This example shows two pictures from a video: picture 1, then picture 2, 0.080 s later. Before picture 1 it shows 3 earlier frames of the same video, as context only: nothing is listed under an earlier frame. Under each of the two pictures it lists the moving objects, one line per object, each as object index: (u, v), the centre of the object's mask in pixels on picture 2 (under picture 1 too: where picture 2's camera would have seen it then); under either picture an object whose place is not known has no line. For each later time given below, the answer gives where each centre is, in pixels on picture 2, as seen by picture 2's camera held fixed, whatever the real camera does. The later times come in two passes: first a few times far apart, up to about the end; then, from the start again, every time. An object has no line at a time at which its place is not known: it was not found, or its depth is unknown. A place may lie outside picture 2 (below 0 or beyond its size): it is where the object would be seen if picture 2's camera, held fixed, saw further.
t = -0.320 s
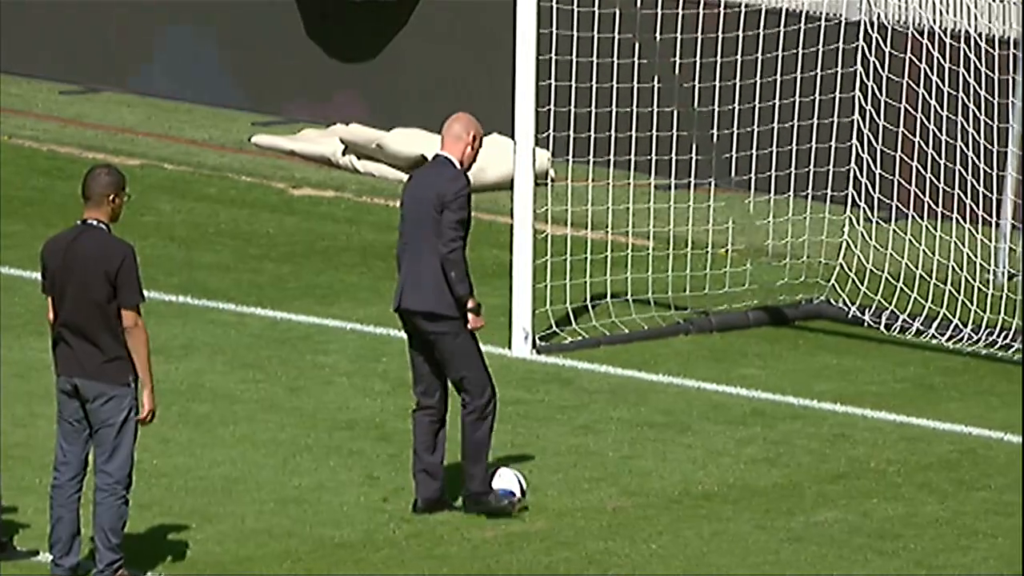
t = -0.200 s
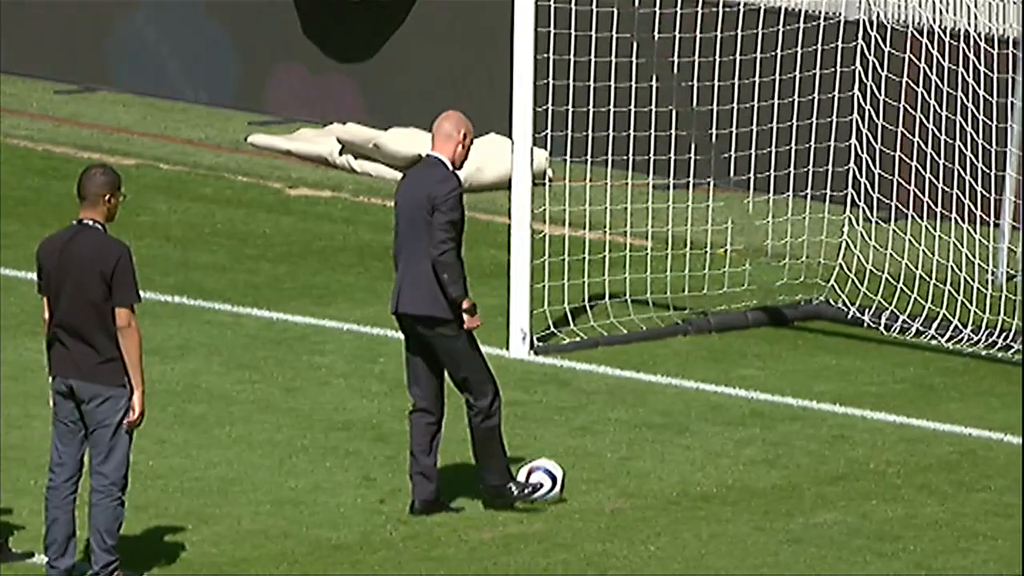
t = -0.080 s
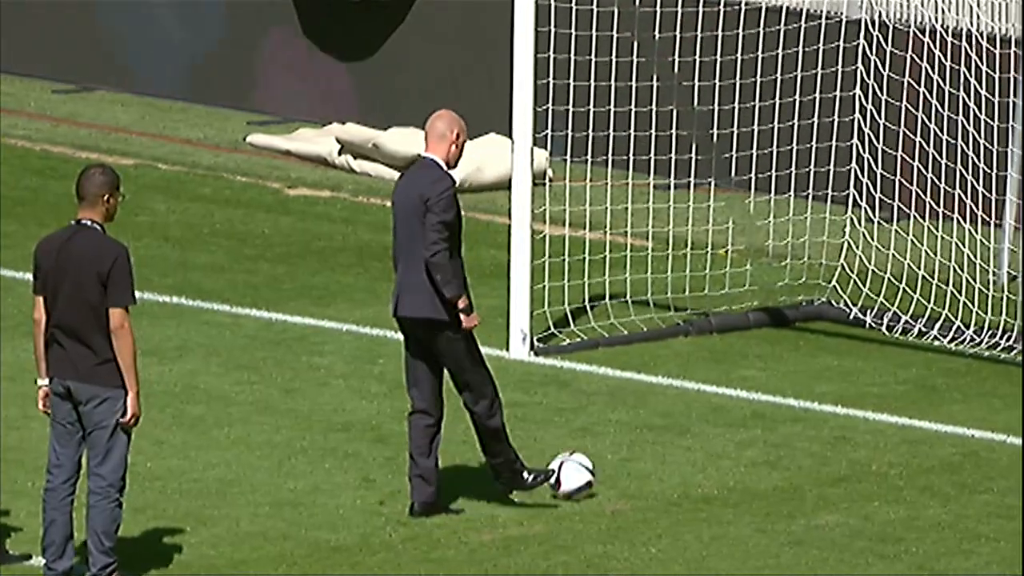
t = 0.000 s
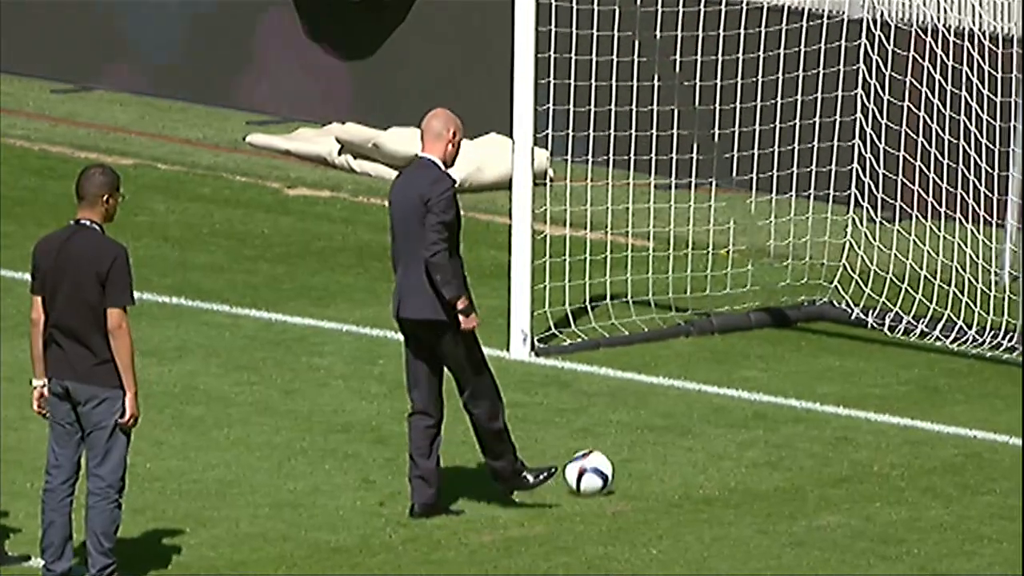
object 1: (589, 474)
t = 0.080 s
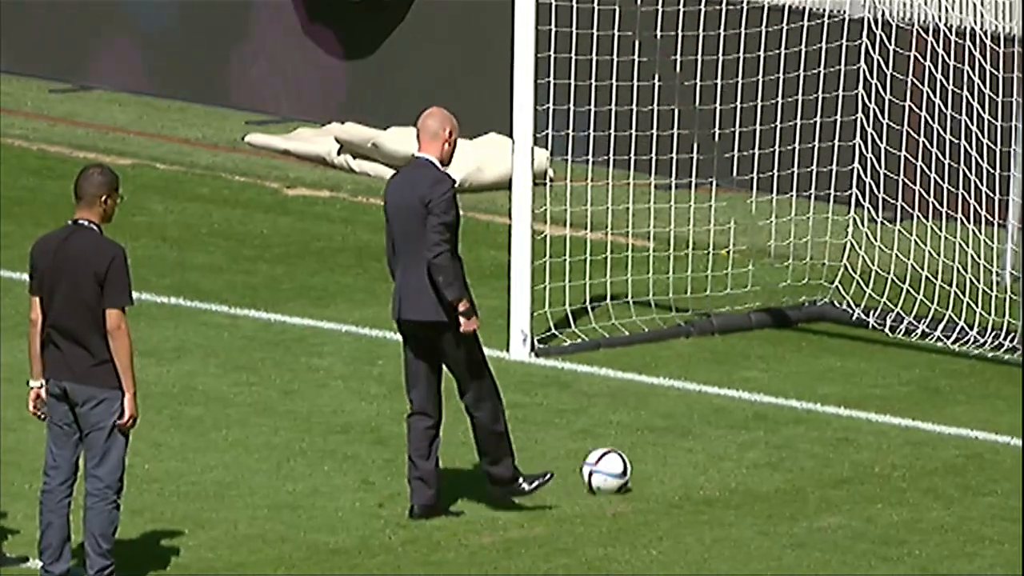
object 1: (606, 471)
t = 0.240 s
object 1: (639, 465)
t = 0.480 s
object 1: (685, 457)
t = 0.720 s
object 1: (723, 447)
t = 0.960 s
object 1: (760, 439)
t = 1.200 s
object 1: (787, 432)
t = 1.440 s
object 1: (813, 429)
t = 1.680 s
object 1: (832, 424)
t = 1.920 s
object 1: (847, 422)
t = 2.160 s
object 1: (857, 421)
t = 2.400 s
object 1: (860, 420)
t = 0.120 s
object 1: (614, 470)
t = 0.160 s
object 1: (623, 468)
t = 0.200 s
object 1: (633, 466)
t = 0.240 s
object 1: (639, 465)
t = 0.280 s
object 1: (647, 463)
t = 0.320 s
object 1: (654, 462)
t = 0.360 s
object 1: (662, 460)
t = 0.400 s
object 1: (670, 459)
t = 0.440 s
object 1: (676, 457)
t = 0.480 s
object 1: (685, 457)
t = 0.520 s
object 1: (691, 456)
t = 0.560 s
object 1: (698, 453)
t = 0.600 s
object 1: (705, 451)
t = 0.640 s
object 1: (711, 450)
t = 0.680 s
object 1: (720, 449)
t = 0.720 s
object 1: (723, 447)
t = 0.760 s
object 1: (730, 447)
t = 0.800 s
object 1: (737, 445)
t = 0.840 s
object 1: (741, 443)
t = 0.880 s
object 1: (749, 441)
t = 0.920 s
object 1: (753, 440)
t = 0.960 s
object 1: (760, 439)
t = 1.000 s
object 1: (764, 439)
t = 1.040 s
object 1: (770, 437)
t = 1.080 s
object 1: (775, 436)
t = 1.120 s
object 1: (779, 435)
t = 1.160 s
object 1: (783, 434)
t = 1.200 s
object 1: (787, 432)
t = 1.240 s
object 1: (791, 433)
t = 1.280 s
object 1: (795, 432)
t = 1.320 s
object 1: (801, 430)
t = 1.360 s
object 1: (806, 431)
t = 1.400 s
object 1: (809, 431)
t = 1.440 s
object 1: (813, 429)
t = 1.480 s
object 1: (818, 428)
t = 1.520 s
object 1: (821, 427)
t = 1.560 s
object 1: (823, 427)
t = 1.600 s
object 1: (826, 426)
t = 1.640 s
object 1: (829, 425)
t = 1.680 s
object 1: (832, 424)
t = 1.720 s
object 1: (835, 425)
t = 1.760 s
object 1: (837, 424)
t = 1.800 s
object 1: (840, 424)
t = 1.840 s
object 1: (842, 423)
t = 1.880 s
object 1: (845, 422)
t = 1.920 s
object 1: (847, 422)
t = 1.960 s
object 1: (849, 422)
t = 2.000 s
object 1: (852, 422)
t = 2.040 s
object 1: (854, 422)
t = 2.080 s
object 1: (855, 422)
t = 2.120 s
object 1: (856, 421)
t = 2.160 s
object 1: (857, 421)
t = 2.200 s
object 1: (858, 421)
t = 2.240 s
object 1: (859, 420)
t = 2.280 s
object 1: (859, 420)
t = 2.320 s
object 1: (860, 420)
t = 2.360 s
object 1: (860, 420)
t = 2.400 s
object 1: (860, 420)
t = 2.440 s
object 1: (861, 420)
